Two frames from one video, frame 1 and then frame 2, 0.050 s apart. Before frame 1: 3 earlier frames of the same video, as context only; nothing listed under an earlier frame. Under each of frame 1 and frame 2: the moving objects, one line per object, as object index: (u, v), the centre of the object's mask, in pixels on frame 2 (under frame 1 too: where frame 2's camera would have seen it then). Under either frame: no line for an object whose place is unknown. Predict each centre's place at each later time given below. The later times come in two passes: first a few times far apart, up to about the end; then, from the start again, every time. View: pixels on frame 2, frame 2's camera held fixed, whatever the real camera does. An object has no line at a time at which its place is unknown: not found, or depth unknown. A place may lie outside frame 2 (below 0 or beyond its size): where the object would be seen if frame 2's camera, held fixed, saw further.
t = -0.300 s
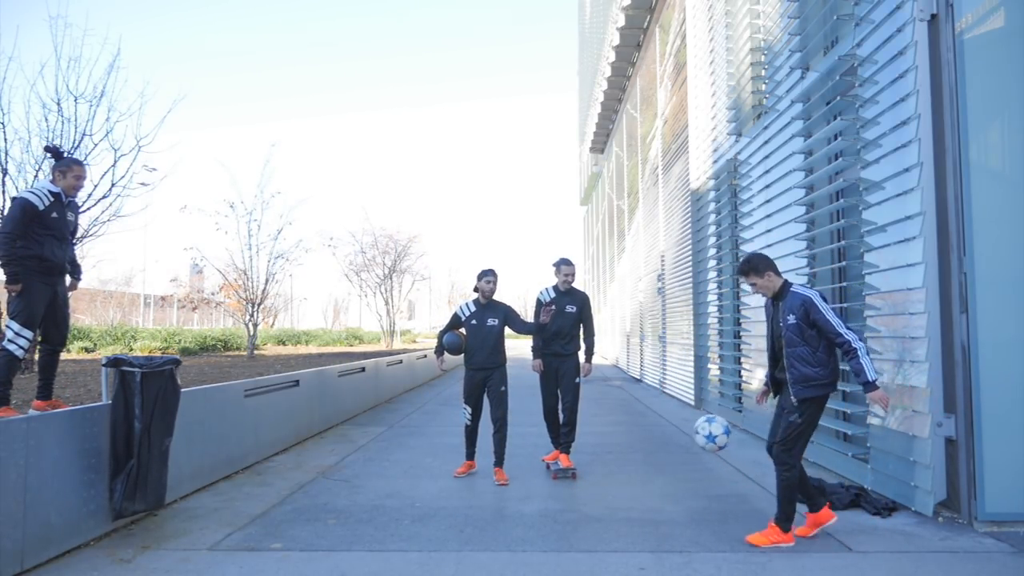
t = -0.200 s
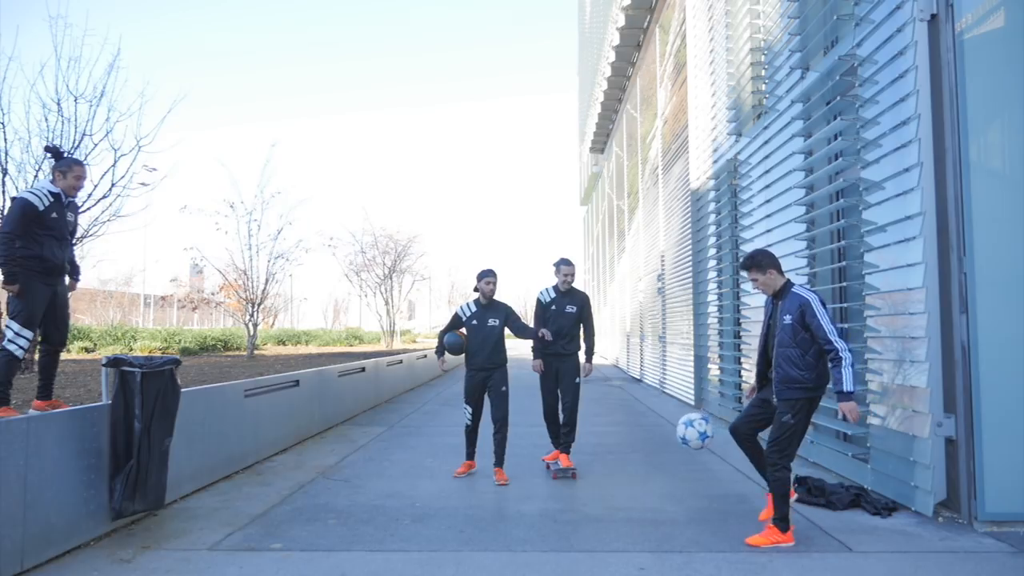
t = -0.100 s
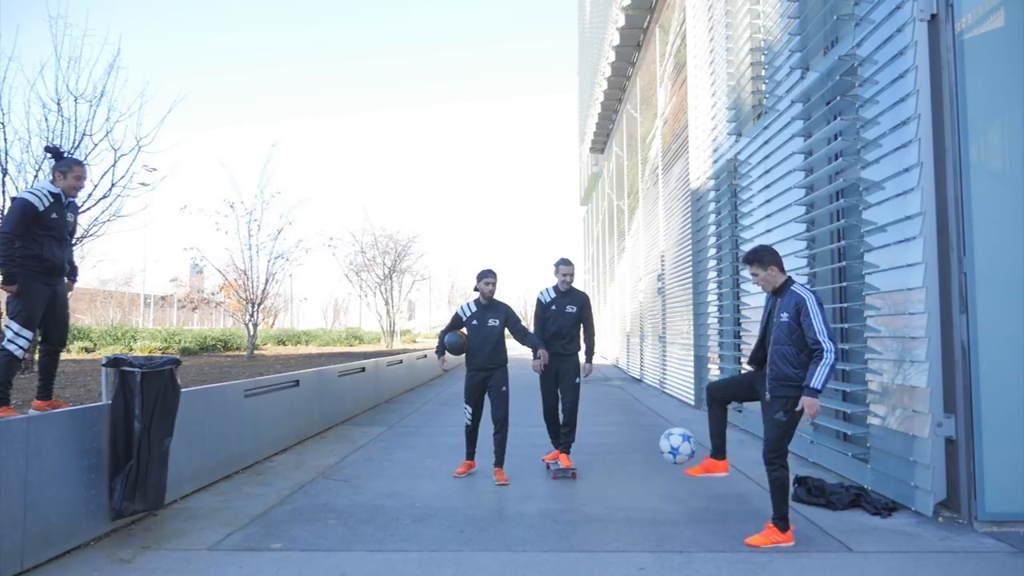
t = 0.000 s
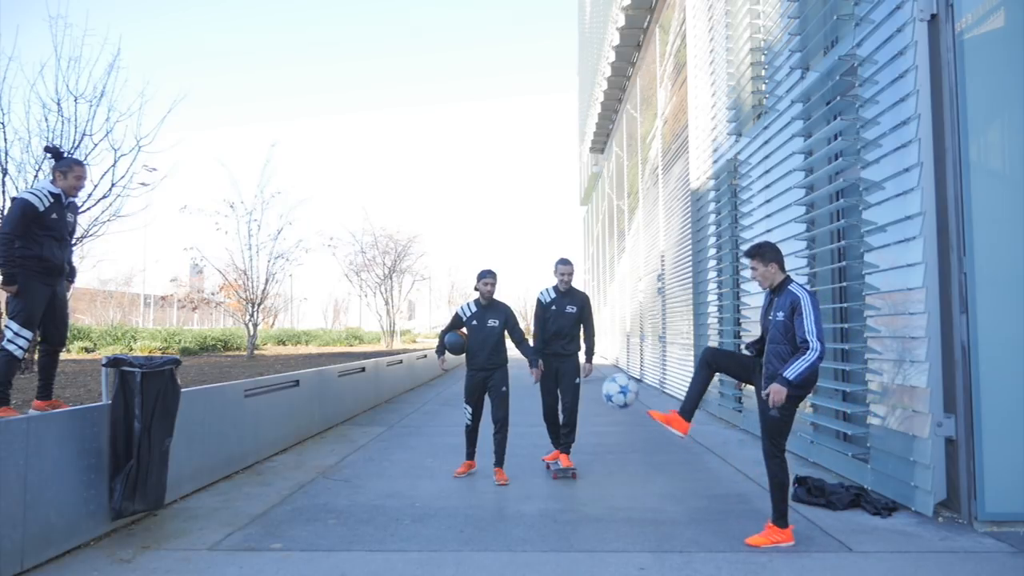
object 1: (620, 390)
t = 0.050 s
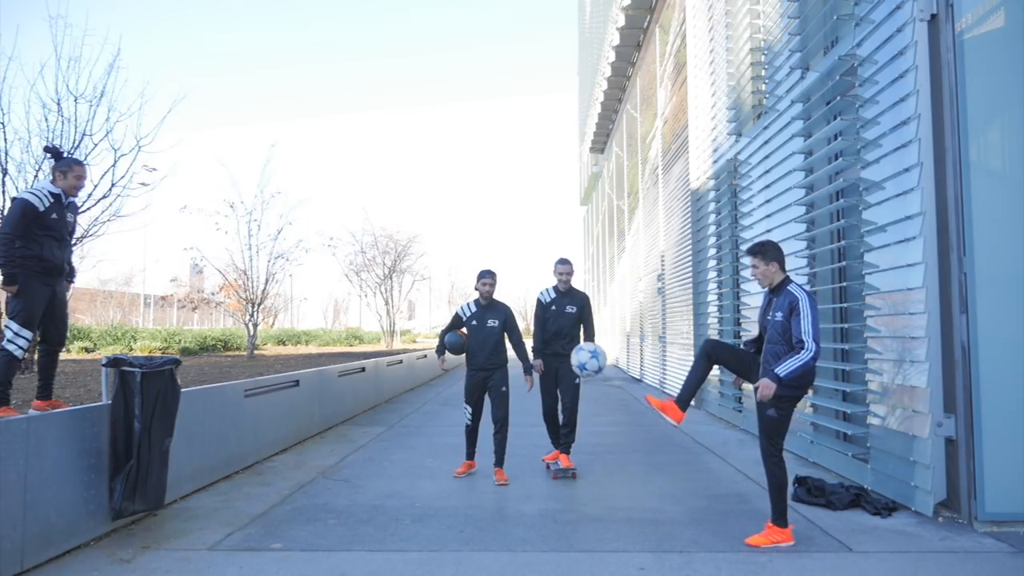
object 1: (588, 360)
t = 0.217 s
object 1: (485, 284)
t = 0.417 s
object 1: (364, 250)
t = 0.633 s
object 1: (233, 286)
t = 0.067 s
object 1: (578, 350)
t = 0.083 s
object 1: (567, 341)
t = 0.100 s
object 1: (558, 332)
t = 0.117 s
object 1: (548, 324)
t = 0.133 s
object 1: (538, 317)
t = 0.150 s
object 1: (527, 309)
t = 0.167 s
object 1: (516, 302)
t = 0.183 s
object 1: (506, 295)
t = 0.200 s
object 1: (495, 289)
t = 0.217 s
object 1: (485, 284)
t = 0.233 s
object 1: (477, 279)
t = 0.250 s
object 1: (465, 274)
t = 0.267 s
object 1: (455, 270)
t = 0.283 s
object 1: (445, 266)
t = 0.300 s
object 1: (435, 262)
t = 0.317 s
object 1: (425, 259)
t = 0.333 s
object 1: (415, 256)
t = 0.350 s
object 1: (405, 255)
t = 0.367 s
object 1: (395, 253)
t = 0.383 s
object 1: (384, 251)
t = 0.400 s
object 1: (374, 251)
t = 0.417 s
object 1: (364, 250)
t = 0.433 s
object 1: (354, 250)
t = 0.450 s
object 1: (344, 251)
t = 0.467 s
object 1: (334, 252)
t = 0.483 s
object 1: (324, 253)
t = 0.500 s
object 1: (314, 255)
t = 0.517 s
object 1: (303, 257)
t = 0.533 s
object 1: (293, 260)
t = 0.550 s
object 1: (283, 264)
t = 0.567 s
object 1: (273, 267)
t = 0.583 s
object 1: (263, 272)
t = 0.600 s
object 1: (253, 276)
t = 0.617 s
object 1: (243, 281)
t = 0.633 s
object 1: (233, 286)
